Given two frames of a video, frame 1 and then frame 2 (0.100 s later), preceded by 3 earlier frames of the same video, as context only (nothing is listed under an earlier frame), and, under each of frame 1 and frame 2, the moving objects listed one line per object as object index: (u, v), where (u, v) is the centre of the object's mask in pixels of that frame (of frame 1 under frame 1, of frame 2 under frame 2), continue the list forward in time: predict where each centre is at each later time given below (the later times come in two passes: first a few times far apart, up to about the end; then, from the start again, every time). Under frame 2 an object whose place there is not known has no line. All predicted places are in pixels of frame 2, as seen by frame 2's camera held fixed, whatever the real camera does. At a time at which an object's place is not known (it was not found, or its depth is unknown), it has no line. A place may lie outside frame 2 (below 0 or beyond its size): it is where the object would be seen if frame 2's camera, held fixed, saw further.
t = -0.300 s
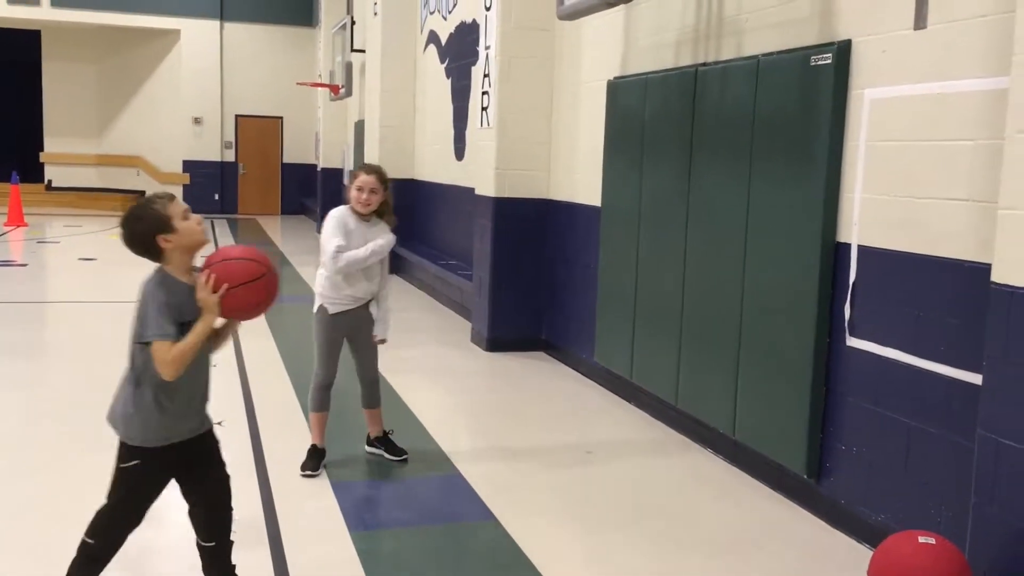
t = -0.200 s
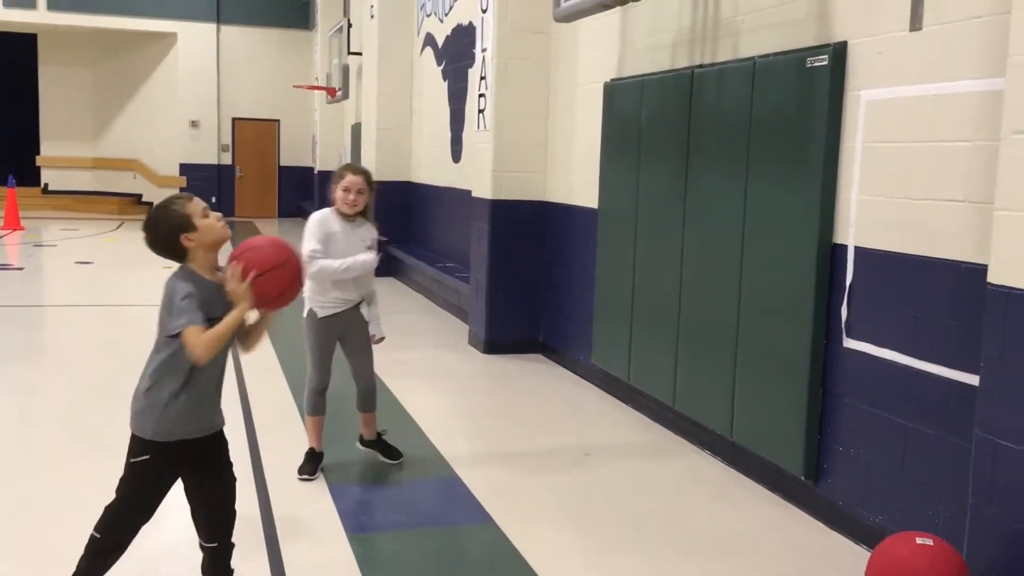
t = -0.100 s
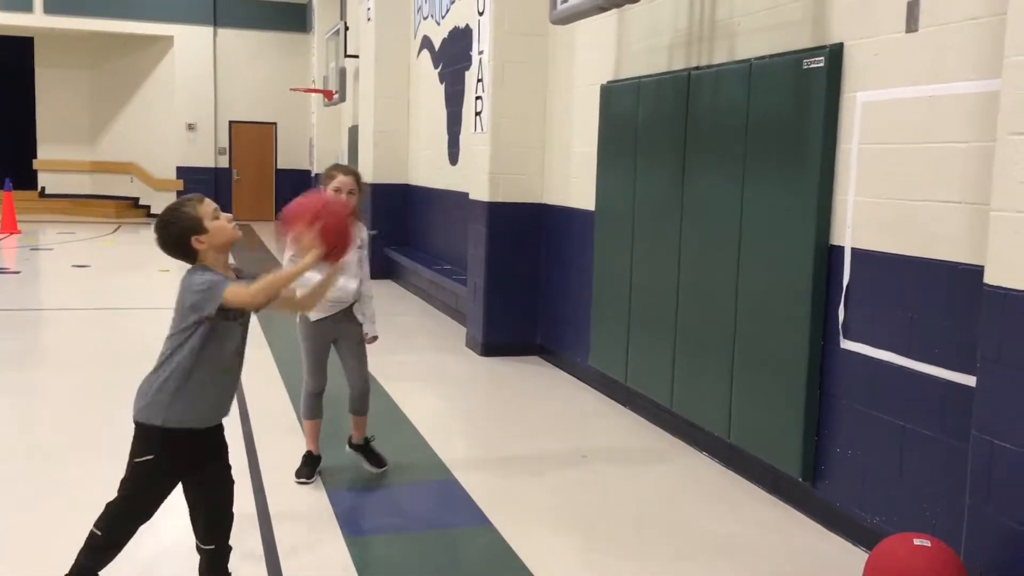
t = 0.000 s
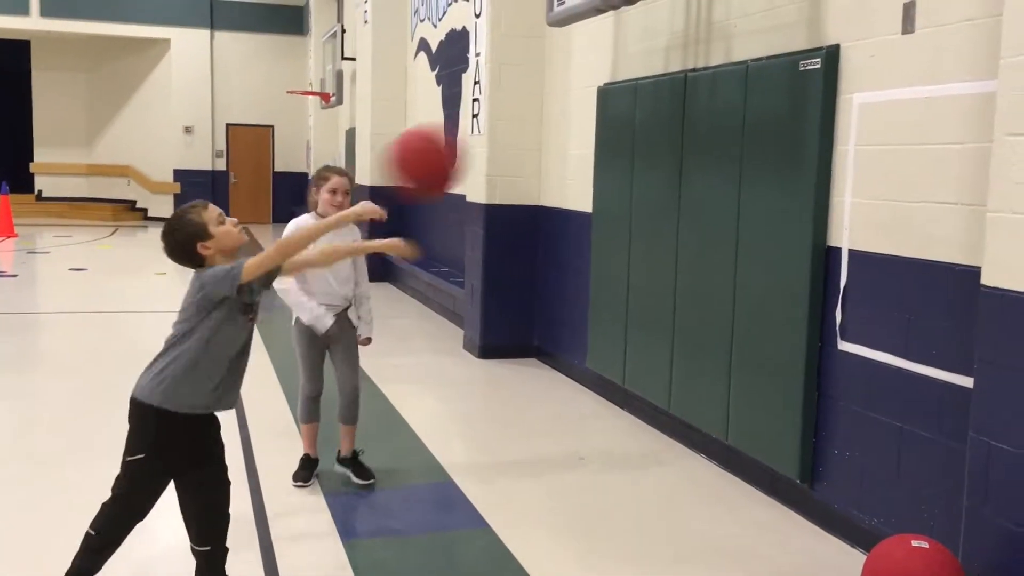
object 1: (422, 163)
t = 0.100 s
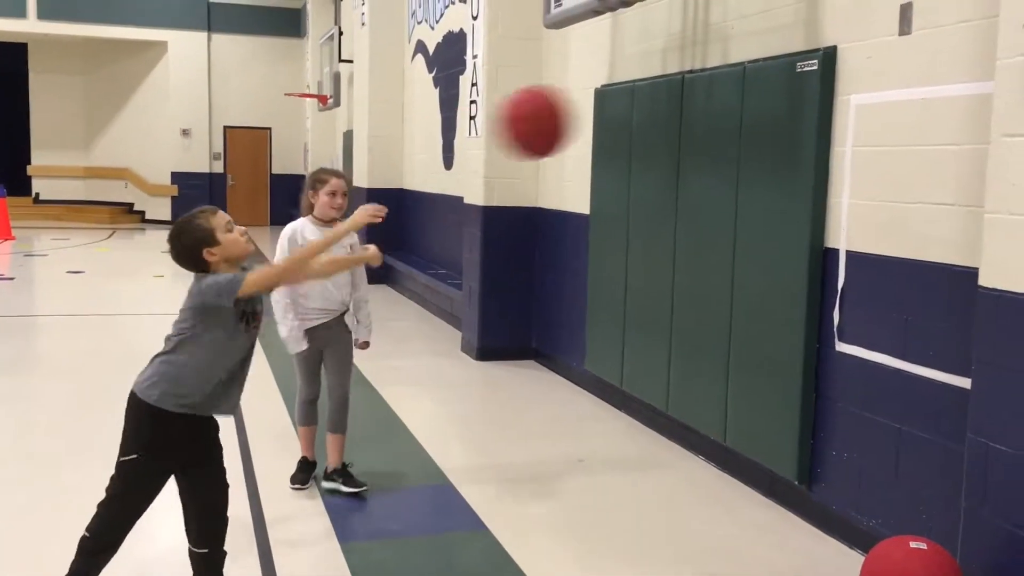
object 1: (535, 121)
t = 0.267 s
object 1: (714, 121)
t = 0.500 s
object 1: (929, 256)
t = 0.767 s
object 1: (715, 539)
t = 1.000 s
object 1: (543, 420)
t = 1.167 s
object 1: (409, 332)
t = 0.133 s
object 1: (572, 114)
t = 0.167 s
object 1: (612, 111)
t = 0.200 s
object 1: (644, 111)
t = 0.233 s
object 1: (679, 114)
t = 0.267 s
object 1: (714, 121)
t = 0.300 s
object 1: (749, 130)
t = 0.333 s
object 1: (782, 143)
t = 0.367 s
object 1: (811, 158)
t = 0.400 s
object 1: (846, 177)
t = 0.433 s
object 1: (881, 201)
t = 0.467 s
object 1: (911, 225)
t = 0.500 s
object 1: (929, 256)
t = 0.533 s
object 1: (904, 278)
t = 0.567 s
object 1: (880, 302)
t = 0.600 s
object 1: (852, 332)
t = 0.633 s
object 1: (825, 368)
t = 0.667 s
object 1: (799, 403)
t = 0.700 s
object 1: (772, 443)
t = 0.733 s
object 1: (744, 488)
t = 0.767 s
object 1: (715, 539)
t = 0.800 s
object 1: (691, 564)
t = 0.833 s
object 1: (659, 563)
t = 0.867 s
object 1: (638, 543)
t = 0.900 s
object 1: (614, 507)
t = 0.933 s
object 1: (591, 476)
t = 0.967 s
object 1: (567, 447)
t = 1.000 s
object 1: (543, 420)
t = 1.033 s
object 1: (517, 395)
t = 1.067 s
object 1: (491, 373)
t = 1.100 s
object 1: (465, 356)
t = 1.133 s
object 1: (436, 343)
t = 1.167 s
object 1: (409, 332)
